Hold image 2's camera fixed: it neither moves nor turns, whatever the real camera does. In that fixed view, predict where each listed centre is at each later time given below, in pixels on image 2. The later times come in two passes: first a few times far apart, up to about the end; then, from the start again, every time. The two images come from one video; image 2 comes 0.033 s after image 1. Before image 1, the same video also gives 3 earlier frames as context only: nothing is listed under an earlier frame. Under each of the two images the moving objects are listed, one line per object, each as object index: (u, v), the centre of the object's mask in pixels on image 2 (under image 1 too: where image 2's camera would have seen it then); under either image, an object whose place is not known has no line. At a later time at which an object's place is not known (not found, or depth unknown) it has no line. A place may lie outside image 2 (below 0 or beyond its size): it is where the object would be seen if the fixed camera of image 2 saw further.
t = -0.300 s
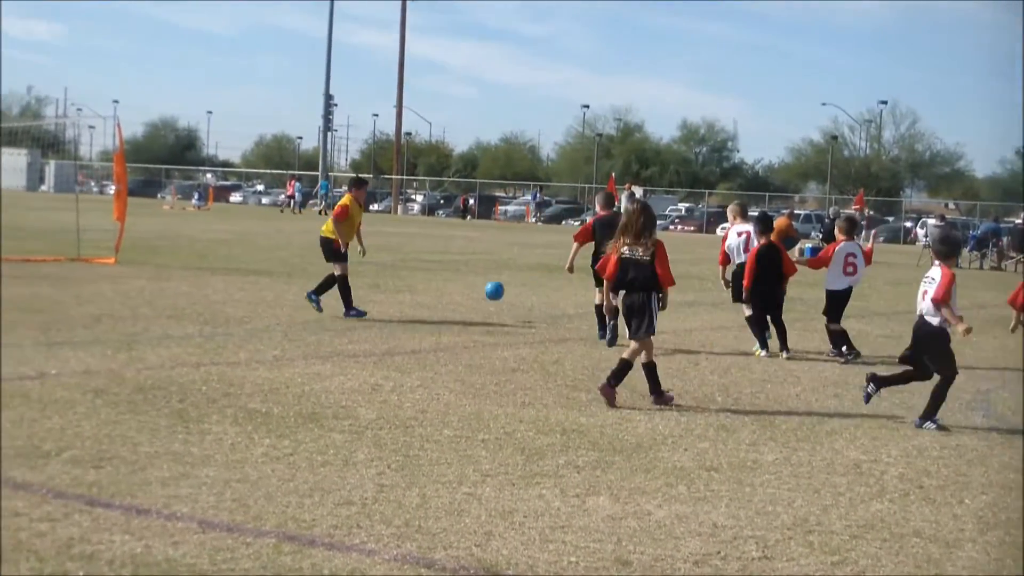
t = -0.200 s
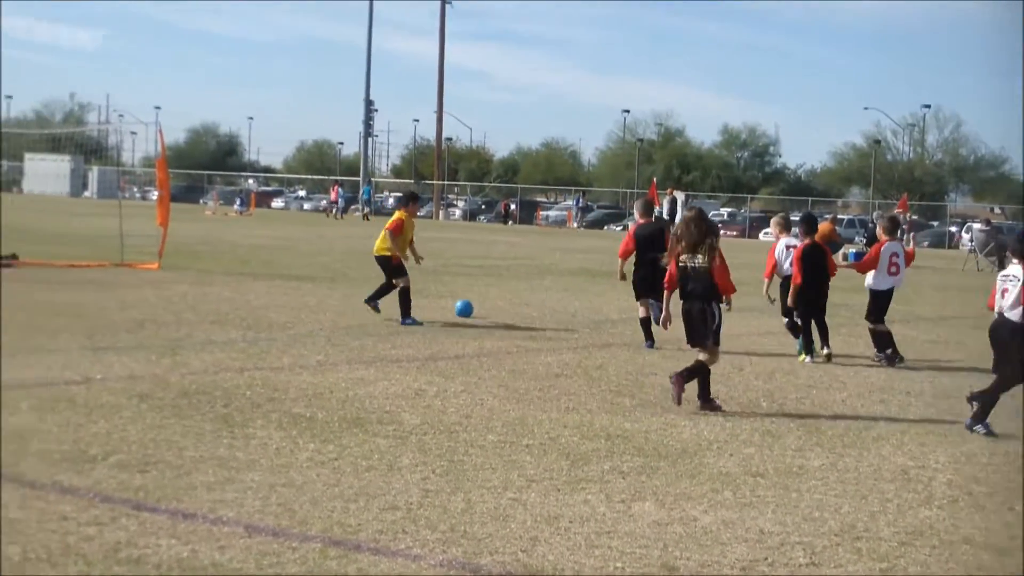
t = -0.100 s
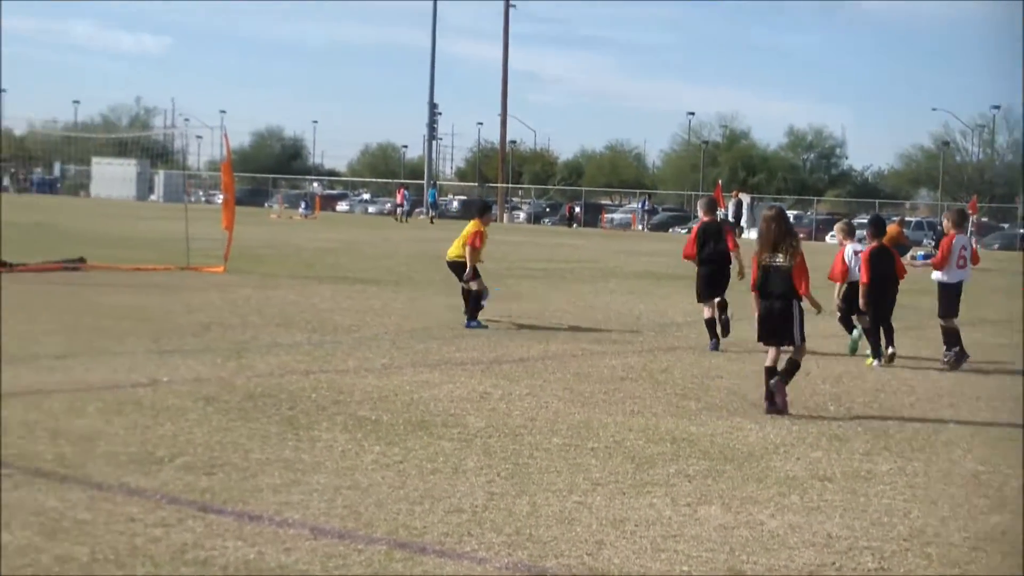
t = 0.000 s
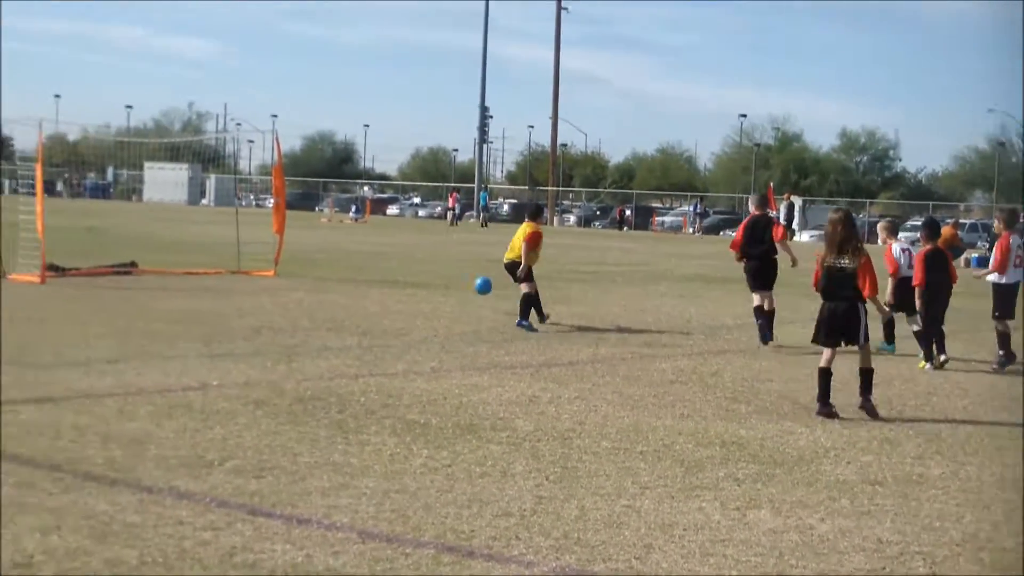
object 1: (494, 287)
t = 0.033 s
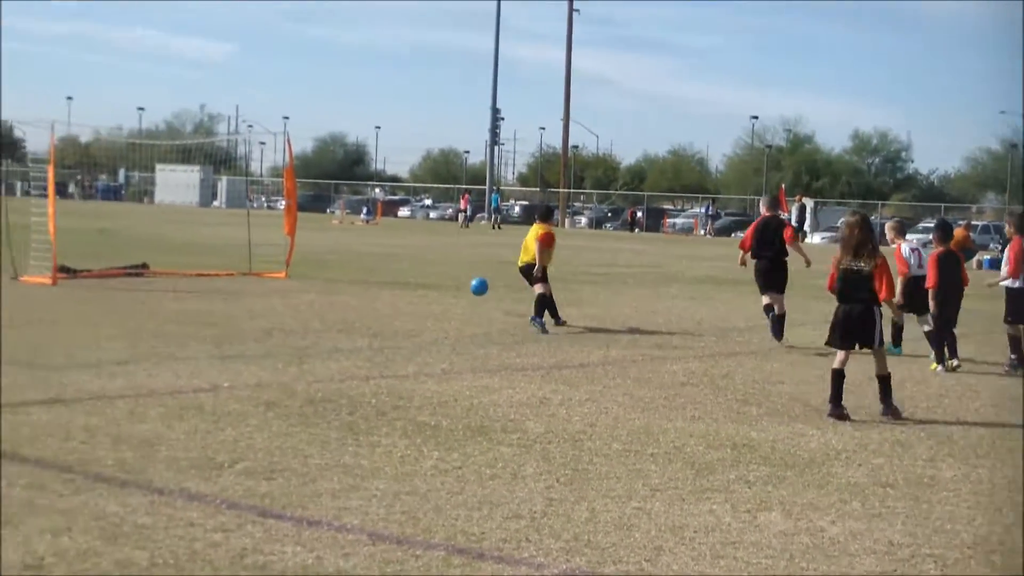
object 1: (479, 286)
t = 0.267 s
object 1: (389, 292)
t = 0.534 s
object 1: (318, 285)
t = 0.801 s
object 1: (250, 282)
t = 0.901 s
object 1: (227, 280)
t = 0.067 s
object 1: (464, 287)
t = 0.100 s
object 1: (450, 288)
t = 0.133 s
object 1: (436, 291)
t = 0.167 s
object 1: (422, 294)
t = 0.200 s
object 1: (409, 298)
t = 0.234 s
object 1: (399, 295)
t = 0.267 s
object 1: (389, 292)
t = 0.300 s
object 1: (380, 289)
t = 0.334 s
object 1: (371, 288)
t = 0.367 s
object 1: (362, 288)
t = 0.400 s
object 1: (354, 289)
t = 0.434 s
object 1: (344, 290)
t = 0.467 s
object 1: (335, 290)
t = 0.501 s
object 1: (326, 287)
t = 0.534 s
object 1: (318, 285)
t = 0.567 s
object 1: (309, 284)
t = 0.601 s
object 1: (301, 283)
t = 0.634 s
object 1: (292, 285)
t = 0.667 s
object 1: (283, 286)
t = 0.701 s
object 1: (275, 284)
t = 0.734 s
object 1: (267, 283)
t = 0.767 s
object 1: (258, 283)
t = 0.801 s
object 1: (250, 282)
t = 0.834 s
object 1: (243, 280)
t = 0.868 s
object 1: (235, 280)
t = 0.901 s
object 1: (227, 280)
